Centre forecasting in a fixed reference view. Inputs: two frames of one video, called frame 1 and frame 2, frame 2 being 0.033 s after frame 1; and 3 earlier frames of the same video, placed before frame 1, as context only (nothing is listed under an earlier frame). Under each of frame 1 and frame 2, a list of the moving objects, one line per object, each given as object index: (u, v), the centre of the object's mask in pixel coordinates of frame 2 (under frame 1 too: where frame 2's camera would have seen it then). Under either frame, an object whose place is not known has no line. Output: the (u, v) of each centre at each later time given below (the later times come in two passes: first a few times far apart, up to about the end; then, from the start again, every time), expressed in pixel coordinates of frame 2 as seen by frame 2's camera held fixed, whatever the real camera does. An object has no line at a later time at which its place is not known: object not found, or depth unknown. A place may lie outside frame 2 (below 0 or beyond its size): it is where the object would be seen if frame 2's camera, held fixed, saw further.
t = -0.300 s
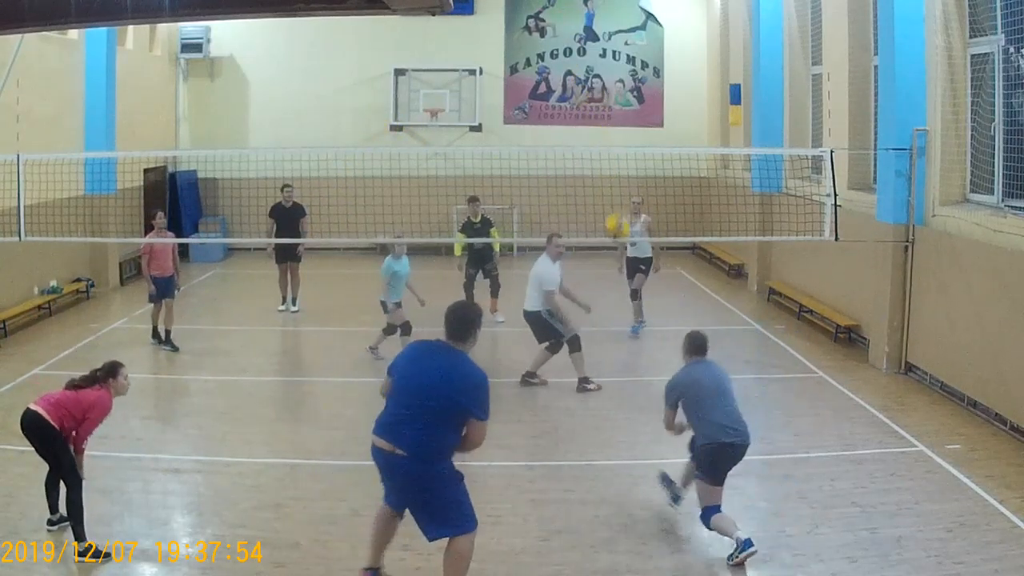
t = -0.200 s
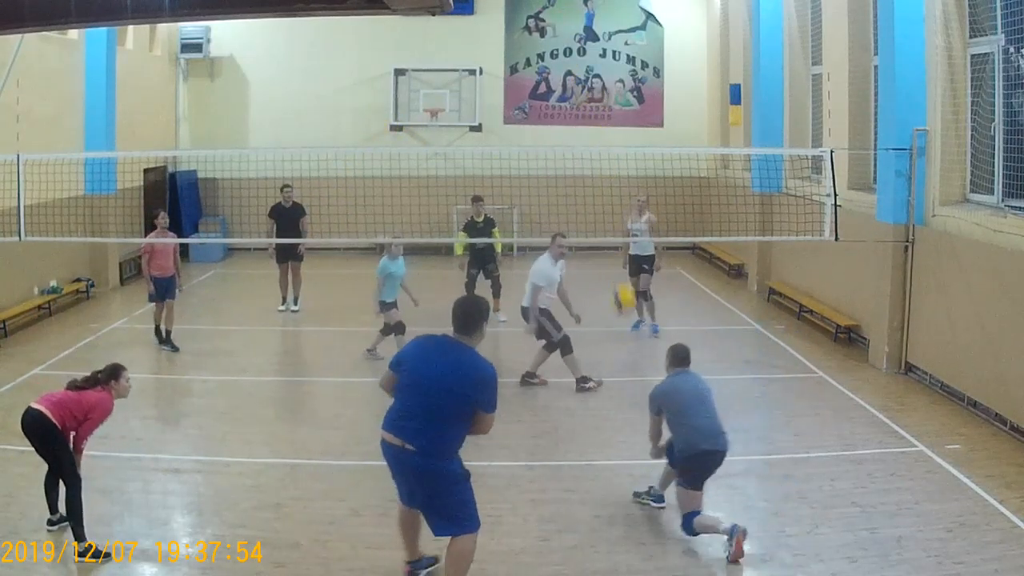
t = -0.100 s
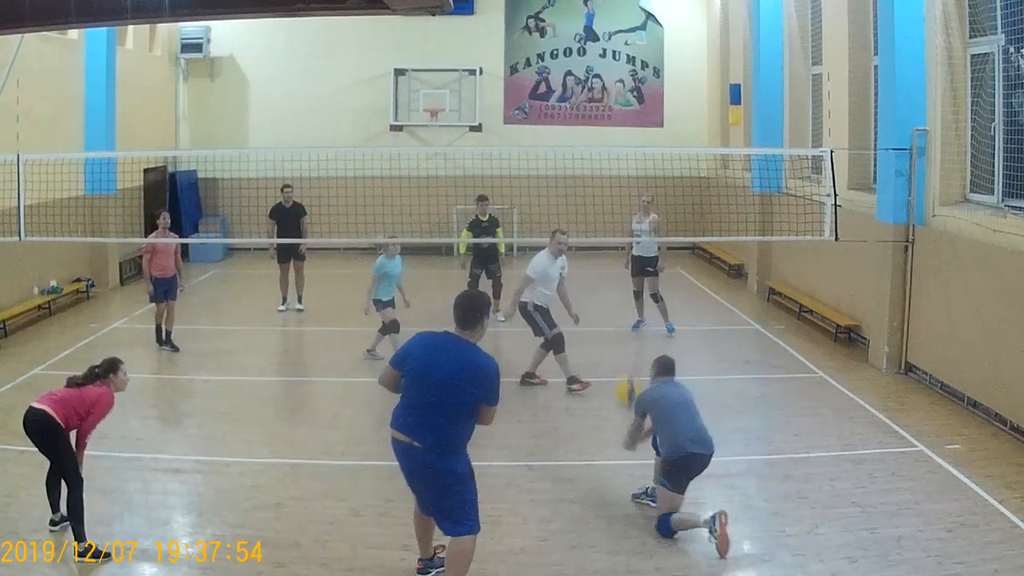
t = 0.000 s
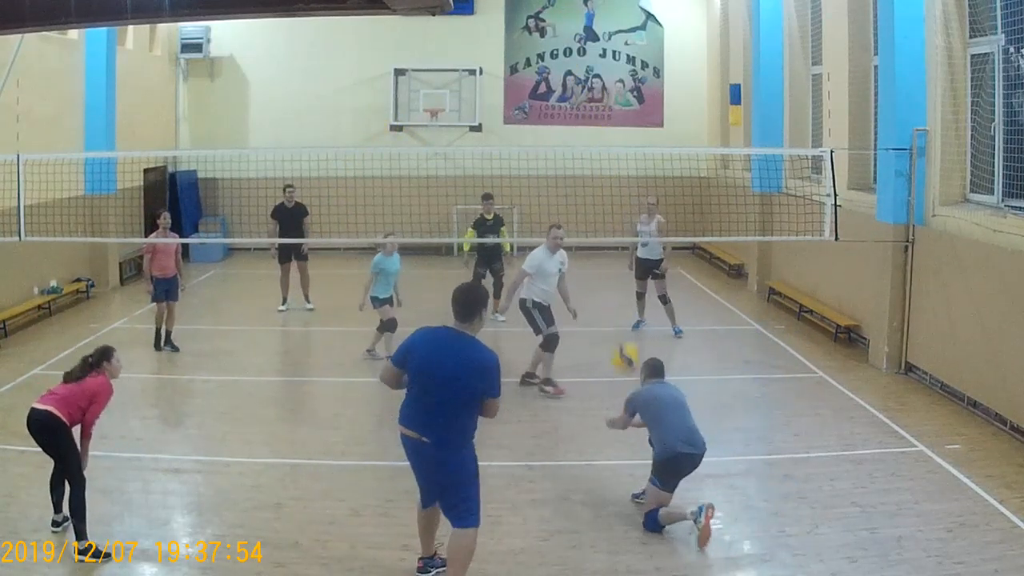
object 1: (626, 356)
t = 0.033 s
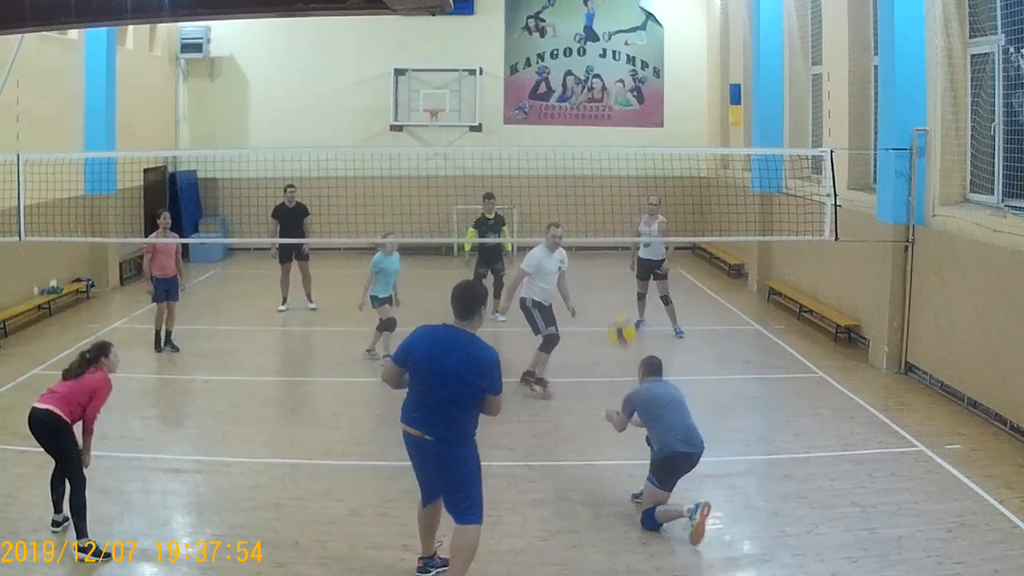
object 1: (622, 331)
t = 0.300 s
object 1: (601, 183)
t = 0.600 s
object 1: (580, 134)
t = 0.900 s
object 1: (561, 188)
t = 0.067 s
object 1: (618, 305)
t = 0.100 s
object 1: (616, 284)
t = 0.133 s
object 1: (613, 263)
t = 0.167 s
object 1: (611, 244)
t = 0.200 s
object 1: (608, 224)
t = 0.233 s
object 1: (605, 210)
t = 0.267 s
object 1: (603, 196)
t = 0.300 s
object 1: (601, 183)
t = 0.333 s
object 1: (598, 173)
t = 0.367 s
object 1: (596, 164)
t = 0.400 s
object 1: (593, 155)
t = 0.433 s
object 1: (591, 148)
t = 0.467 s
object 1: (588, 141)
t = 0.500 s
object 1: (586, 138)
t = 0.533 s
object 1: (584, 135)
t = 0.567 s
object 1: (581, 134)
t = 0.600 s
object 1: (580, 134)
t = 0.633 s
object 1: (577, 135)
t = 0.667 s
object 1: (575, 138)
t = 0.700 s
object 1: (573, 141)
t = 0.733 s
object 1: (571, 147)
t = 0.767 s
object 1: (569, 153)
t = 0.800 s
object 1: (567, 160)
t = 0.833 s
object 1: (564, 168)
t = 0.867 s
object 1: (562, 178)
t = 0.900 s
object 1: (561, 188)
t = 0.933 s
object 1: (560, 202)
